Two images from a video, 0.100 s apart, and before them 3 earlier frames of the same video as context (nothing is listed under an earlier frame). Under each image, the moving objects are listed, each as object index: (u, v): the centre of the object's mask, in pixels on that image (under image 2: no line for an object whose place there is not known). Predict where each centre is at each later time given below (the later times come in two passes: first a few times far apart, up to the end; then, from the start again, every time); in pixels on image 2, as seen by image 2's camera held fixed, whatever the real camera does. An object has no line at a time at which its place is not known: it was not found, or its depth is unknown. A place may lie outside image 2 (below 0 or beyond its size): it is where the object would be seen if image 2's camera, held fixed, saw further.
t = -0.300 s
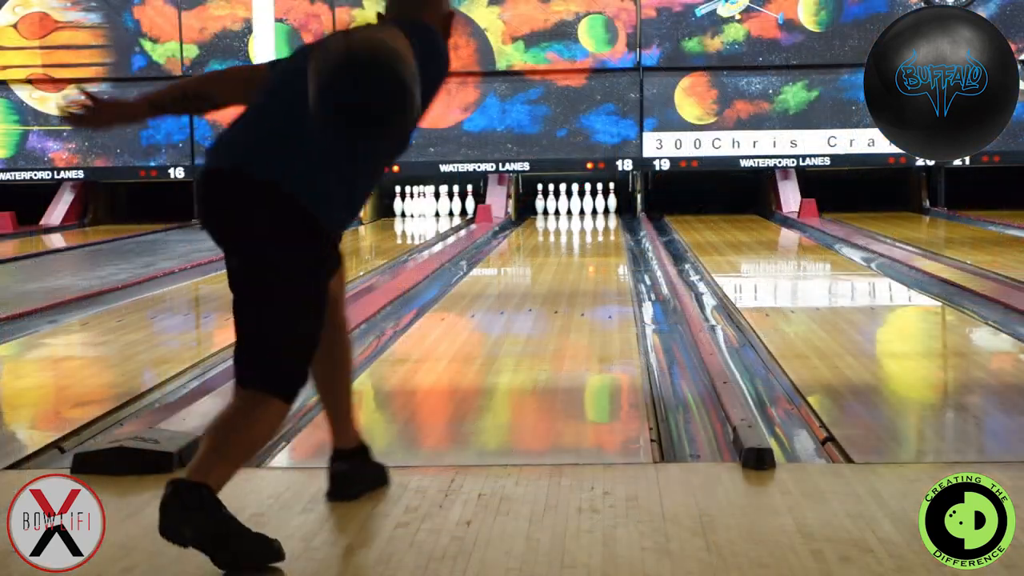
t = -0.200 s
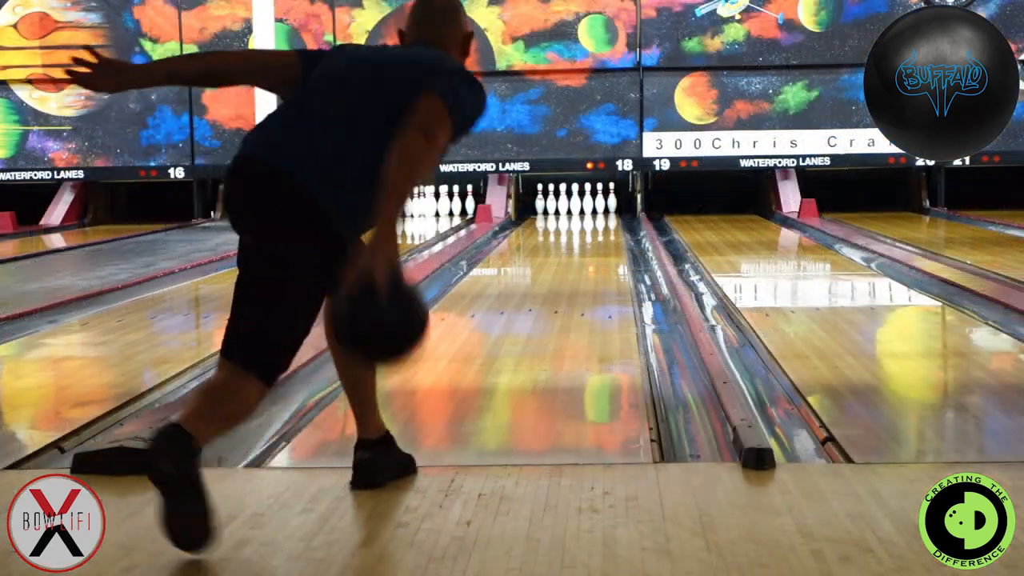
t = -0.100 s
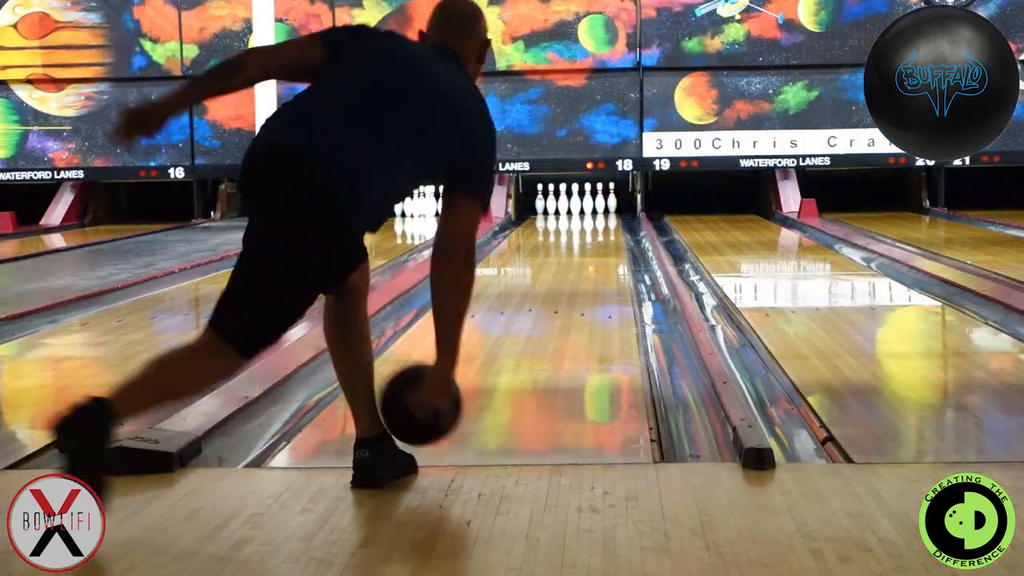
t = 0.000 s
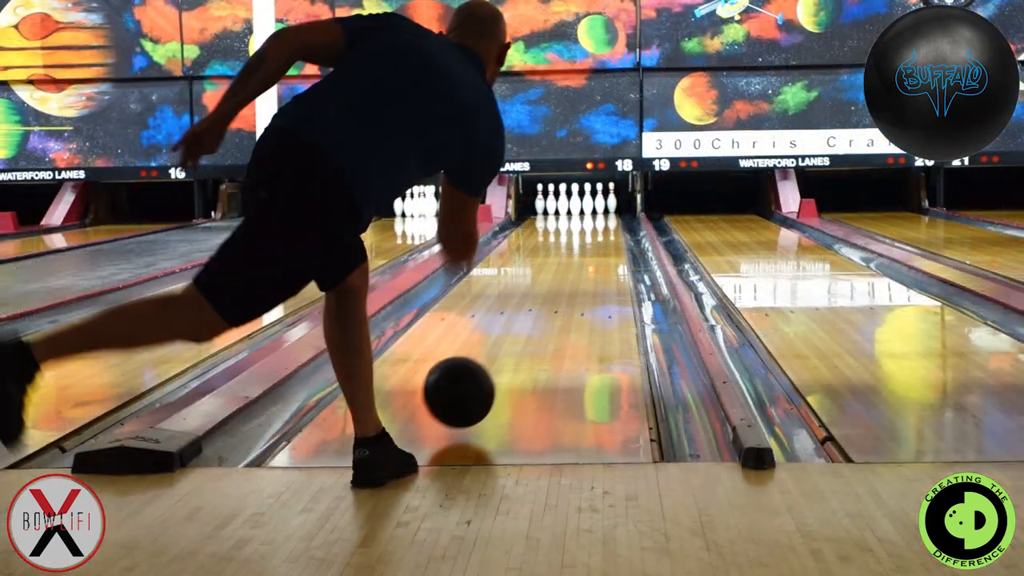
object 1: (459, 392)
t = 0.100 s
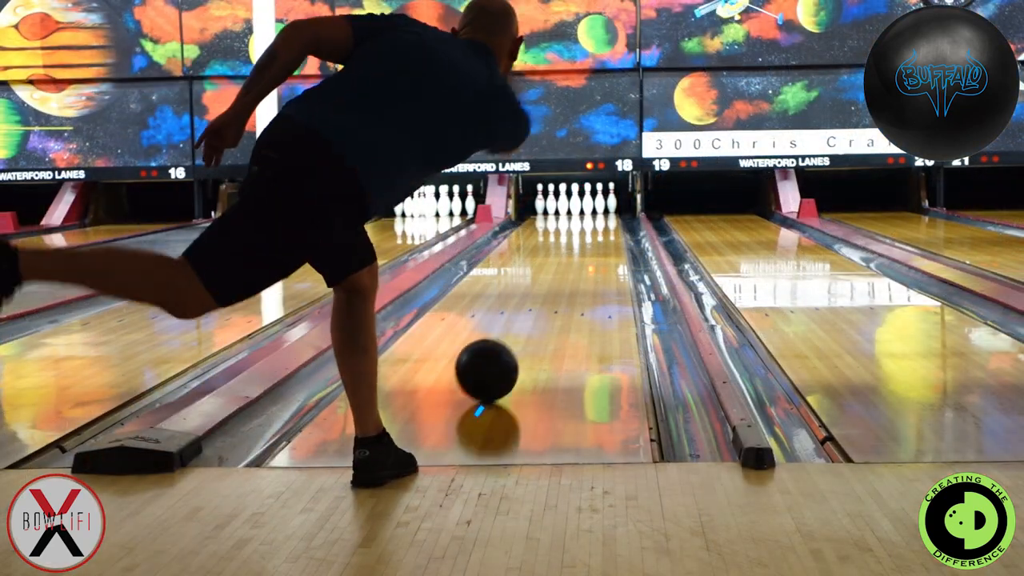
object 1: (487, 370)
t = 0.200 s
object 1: (508, 346)
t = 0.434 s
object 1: (543, 305)
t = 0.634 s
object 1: (563, 282)
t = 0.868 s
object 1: (579, 263)
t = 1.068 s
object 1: (589, 250)
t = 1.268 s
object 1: (595, 239)
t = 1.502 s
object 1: (599, 230)
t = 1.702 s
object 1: (599, 223)
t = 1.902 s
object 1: (597, 218)
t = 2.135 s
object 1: (590, 213)
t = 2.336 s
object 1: (585, 209)
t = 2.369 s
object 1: (584, 209)
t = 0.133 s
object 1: (494, 362)
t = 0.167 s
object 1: (501, 353)
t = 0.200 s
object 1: (508, 346)
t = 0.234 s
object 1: (514, 339)
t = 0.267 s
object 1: (520, 332)
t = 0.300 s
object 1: (525, 326)
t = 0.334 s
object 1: (530, 320)
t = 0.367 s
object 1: (535, 315)
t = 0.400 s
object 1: (539, 310)
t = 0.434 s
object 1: (543, 305)
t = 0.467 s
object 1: (547, 301)
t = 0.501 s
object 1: (550, 297)
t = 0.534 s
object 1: (542, 295)
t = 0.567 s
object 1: (557, 289)
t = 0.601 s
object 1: (560, 285)
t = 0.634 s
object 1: (563, 282)
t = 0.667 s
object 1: (566, 279)
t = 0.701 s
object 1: (568, 276)
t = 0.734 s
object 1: (570, 274)
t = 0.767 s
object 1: (573, 271)
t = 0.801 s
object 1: (575, 268)
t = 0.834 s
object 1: (577, 265)
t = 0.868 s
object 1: (579, 263)
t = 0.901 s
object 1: (581, 260)
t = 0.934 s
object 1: (583, 258)
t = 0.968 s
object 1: (584, 256)
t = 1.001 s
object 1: (586, 254)
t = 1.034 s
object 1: (587, 252)
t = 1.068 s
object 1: (589, 250)
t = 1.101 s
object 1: (590, 248)
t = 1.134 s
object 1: (592, 246)
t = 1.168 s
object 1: (592, 244)
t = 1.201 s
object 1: (594, 243)
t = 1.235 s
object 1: (594, 241)
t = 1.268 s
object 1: (595, 239)
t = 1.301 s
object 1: (596, 238)
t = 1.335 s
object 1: (597, 237)
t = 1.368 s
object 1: (597, 235)
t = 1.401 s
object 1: (598, 234)
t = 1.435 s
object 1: (598, 232)
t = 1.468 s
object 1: (599, 231)
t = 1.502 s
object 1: (599, 230)
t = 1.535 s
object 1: (599, 229)
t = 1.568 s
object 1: (599, 227)
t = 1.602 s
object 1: (599, 226)
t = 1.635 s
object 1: (599, 225)
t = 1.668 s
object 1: (599, 225)
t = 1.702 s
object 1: (599, 223)
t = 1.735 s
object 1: (598, 222)
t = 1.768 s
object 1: (598, 221)
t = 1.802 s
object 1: (598, 220)
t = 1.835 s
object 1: (597, 219)
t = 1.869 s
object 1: (597, 218)
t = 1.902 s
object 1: (597, 218)
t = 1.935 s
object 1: (594, 217)
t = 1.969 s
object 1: (595, 216)
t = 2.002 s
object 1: (594, 215)
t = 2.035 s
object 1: (594, 214)
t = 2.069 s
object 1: (593, 214)
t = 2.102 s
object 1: (592, 213)
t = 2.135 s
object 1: (590, 213)
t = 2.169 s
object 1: (590, 212)
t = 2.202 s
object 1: (589, 212)
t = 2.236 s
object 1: (588, 211)
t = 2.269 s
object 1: (587, 210)
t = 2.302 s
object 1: (586, 210)
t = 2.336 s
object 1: (585, 209)
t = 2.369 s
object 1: (584, 209)
